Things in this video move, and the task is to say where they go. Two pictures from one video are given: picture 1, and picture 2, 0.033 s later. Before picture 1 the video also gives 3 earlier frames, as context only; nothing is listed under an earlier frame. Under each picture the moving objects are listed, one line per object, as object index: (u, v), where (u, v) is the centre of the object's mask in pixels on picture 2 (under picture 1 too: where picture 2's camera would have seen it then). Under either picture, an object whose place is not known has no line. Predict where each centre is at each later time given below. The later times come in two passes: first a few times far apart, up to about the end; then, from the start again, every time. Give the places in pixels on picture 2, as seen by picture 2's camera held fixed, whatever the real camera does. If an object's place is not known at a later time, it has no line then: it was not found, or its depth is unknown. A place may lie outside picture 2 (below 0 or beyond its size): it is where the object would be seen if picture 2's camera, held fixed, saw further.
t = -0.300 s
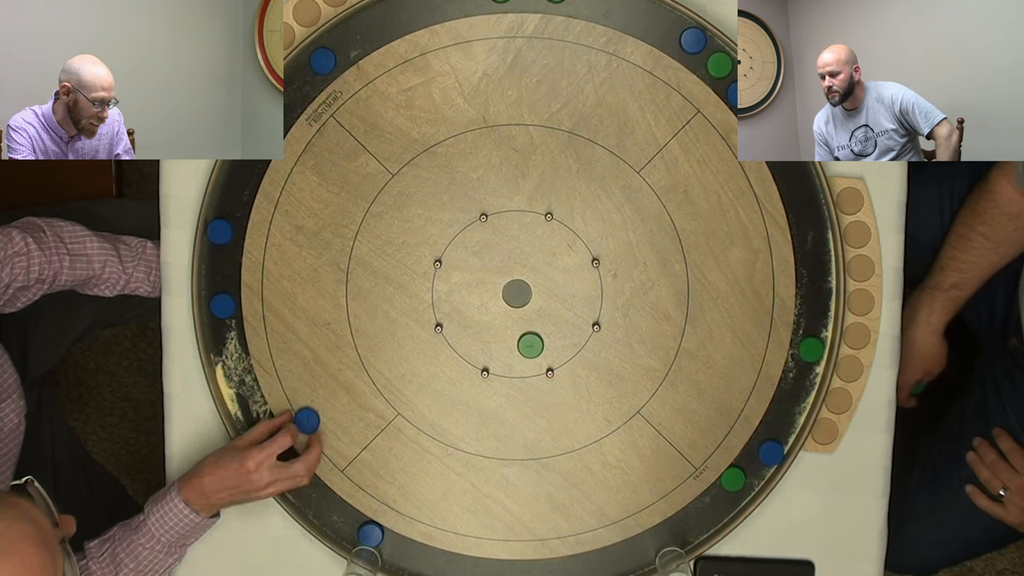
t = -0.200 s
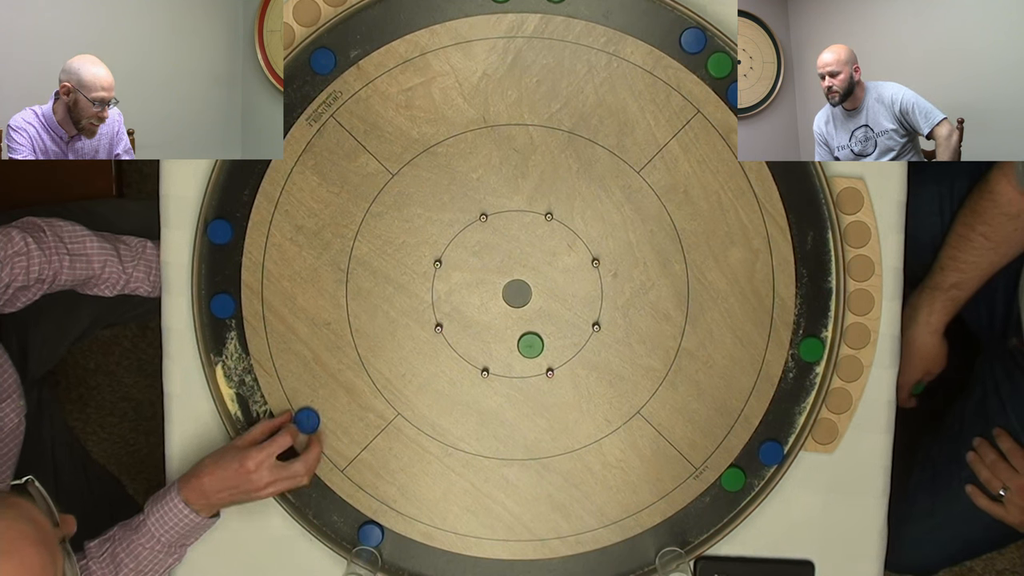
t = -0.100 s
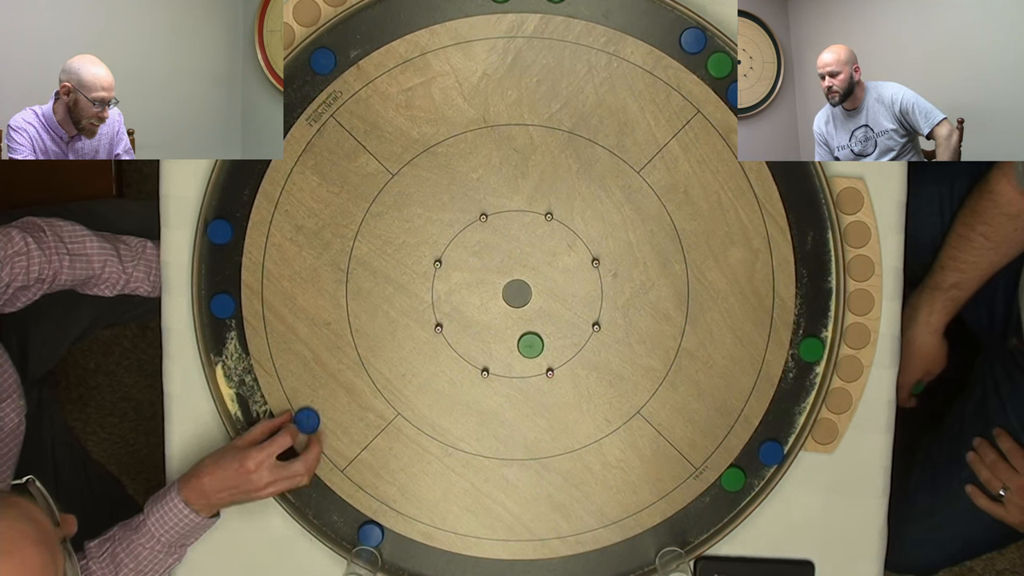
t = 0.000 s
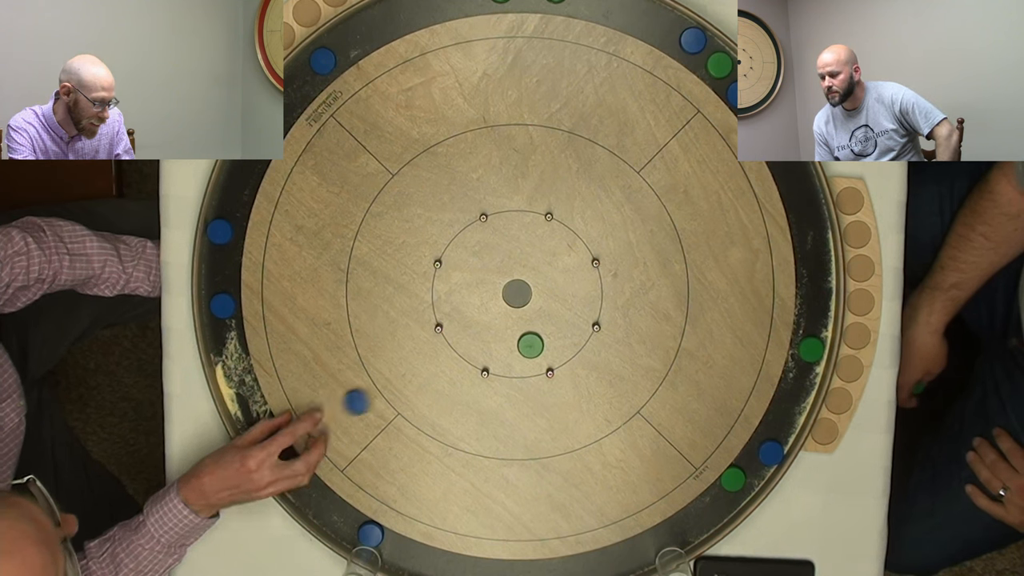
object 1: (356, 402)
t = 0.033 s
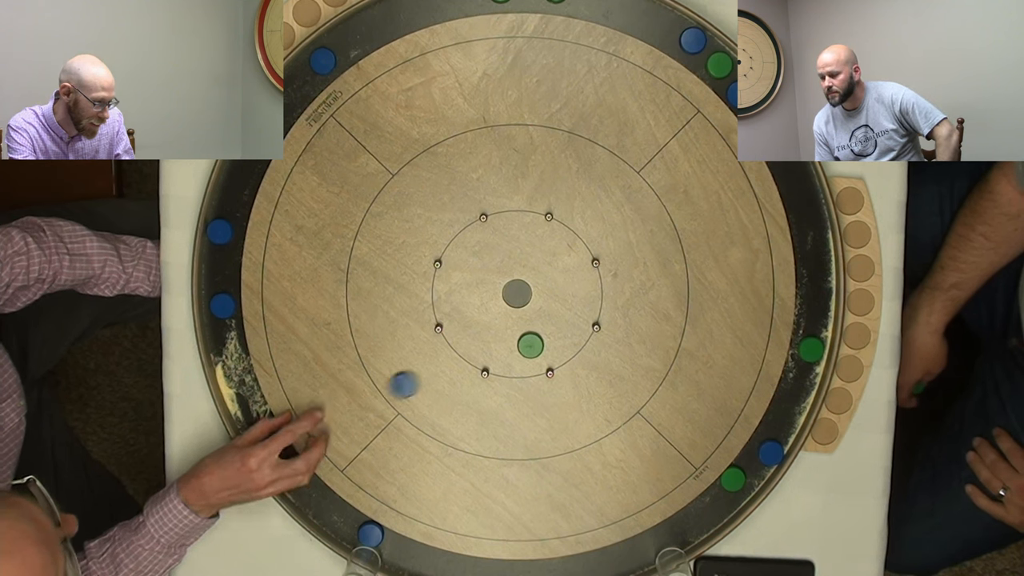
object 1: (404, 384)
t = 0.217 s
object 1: (575, 259)
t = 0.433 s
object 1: (485, 259)
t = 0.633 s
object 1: (559, 262)
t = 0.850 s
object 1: (576, 263)
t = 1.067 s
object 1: (576, 263)
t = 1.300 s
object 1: (576, 263)
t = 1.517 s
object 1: (576, 263)
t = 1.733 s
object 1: (576, 263)
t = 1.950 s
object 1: (576, 263)
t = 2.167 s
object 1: (576, 263)
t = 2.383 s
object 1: (576, 263)
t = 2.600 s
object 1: (576, 263)
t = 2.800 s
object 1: (575, 263)
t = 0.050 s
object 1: (426, 376)
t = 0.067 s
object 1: (449, 367)
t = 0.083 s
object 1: (472, 359)
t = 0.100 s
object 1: (488, 347)
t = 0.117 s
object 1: (502, 334)
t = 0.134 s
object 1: (517, 321)
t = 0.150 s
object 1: (531, 308)
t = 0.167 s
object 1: (544, 295)
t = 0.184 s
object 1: (557, 282)
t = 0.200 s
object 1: (570, 270)
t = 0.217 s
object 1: (575, 259)
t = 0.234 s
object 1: (564, 249)
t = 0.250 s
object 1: (554, 240)
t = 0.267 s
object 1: (543, 234)
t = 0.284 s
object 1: (530, 237)
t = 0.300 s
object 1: (518, 240)
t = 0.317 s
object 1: (505, 244)
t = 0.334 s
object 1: (494, 247)
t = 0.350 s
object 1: (483, 249)
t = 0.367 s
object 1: (472, 252)
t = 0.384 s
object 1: (462, 255)
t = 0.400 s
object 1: (456, 257)
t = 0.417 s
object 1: (476, 258)
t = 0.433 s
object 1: (485, 259)
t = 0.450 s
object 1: (494, 259)
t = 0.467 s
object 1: (502, 260)
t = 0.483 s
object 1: (510, 260)
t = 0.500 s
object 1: (517, 261)
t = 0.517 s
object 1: (524, 261)
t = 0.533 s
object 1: (530, 261)
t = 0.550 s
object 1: (536, 261)
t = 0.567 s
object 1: (542, 262)
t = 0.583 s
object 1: (547, 262)
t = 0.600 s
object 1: (551, 262)
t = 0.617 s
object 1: (556, 262)
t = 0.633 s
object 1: (559, 262)
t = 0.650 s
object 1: (563, 262)
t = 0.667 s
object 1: (566, 262)
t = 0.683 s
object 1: (568, 262)
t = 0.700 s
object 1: (571, 263)
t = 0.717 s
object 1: (572, 263)
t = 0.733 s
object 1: (574, 263)
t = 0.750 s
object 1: (575, 263)
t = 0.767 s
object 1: (576, 263)
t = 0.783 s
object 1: (576, 263)
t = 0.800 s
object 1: (576, 263)
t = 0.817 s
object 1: (576, 263)
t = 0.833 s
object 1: (576, 263)
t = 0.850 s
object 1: (576, 263)
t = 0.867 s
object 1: (576, 263)
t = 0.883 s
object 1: (576, 263)
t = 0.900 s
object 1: (576, 263)
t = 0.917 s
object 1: (576, 263)
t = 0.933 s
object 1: (576, 263)
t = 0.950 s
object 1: (576, 263)
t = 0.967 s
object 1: (576, 263)
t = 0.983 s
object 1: (576, 263)
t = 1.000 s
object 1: (576, 263)
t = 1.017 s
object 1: (576, 263)
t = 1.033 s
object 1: (576, 263)
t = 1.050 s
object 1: (576, 263)
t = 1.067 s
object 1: (576, 263)
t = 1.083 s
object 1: (576, 263)
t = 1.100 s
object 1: (576, 263)
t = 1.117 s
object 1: (576, 263)
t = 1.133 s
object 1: (576, 263)
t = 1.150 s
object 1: (576, 263)
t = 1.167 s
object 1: (576, 263)
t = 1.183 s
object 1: (576, 263)
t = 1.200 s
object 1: (576, 263)
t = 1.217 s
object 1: (576, 263)
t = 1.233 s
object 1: (576, 263)
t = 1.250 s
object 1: (576, 263)
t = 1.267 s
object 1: (576, 263)
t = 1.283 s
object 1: (576, 263)
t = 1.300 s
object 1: (576, 263)
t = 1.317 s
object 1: (576, 263)
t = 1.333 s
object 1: (576, 263)
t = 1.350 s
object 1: (576, 263)
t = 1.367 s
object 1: (576, 263)
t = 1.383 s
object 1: (576, 263)
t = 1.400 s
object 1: (576, 263)
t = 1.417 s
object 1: (576, 263)
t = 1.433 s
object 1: (576, 263)
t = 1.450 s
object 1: (576, 263)
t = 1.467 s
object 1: (576, 263)
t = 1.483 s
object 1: (576, 263)
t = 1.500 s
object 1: (576, 263)
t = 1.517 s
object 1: (576, 263)
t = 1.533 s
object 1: (576, 263)
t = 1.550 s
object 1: (576, 263)
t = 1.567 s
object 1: (576, 263)
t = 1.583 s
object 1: (576, 263)
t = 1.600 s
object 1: (576, 263)
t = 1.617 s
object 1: (576, 263)
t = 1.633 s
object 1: (576, 263)
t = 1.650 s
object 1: (576, 263)
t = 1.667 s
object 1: (576, 263)
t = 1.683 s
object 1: (576, 263)
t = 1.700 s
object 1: (576, 263)
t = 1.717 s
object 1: (576, 263)
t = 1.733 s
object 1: (576, 263)
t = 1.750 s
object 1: (576, 263)
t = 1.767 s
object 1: (576, 263)
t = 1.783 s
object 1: (576, 263)
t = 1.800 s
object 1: (576, 263)
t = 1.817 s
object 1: (576, 263)
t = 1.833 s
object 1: (576, 263)
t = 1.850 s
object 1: (576, 263)
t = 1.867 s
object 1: (576, 263)
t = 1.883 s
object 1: (576, 263)
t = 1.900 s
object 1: (576, 263)
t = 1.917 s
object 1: (576, 263)
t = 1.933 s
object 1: (576, 263)
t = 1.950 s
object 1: (576, 263)
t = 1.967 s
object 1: (576, 263)
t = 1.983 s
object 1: (576, 263)
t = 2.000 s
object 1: (576, 263)
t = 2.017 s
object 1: (576, 263)
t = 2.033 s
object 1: (576, 263)
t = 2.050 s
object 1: (576, 263)
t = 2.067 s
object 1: (576, 263)
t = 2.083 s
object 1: (576, 263)
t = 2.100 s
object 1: (576, 263)
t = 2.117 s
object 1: (576, 263)
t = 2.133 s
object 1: (576, 263)
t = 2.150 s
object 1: (576, 263)
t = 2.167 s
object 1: (576, 263)
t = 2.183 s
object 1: (576, 263)
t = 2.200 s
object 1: (576, 263)
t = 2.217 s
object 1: (576, 263)
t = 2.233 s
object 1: (576, 263)
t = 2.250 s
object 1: (576, 263)
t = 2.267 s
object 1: (576, 263)
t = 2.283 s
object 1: (576, 263)
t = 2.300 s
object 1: (576, 263)
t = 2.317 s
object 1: (576, 263)
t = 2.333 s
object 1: (575, 263)
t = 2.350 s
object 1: (576, 263)
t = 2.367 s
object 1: (576, 263)
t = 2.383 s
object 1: (576, 263)
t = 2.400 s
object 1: (575, 263)
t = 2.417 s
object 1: (575, 263)
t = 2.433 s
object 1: (575, 263)
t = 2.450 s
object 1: (576, 263)
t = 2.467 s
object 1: (576, 263)
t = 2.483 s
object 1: (575, 263)
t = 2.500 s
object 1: (575, 263)
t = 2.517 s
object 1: (576, 263)
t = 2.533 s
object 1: (576, 263)
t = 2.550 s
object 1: (575, 263)
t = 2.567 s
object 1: (576, 263)
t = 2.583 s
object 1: (575, 263)
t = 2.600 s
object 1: (576, 263)
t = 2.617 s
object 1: (575, 263)
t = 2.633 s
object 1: (575, 263)
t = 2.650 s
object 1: (575, 263)
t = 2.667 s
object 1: (576, 263)
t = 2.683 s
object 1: (575, 263)
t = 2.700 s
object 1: (576, 263)
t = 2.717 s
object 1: (575, 263)
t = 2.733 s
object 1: (575, 263)
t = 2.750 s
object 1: (575, 263)
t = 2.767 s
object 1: (575, 263)
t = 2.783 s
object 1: (575, 263)
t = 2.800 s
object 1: (575, 263)
